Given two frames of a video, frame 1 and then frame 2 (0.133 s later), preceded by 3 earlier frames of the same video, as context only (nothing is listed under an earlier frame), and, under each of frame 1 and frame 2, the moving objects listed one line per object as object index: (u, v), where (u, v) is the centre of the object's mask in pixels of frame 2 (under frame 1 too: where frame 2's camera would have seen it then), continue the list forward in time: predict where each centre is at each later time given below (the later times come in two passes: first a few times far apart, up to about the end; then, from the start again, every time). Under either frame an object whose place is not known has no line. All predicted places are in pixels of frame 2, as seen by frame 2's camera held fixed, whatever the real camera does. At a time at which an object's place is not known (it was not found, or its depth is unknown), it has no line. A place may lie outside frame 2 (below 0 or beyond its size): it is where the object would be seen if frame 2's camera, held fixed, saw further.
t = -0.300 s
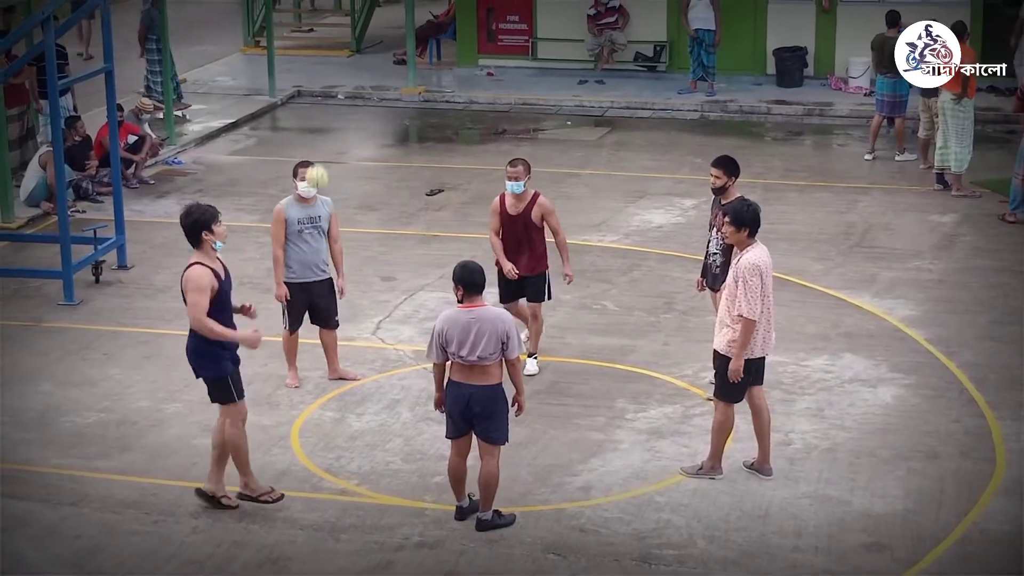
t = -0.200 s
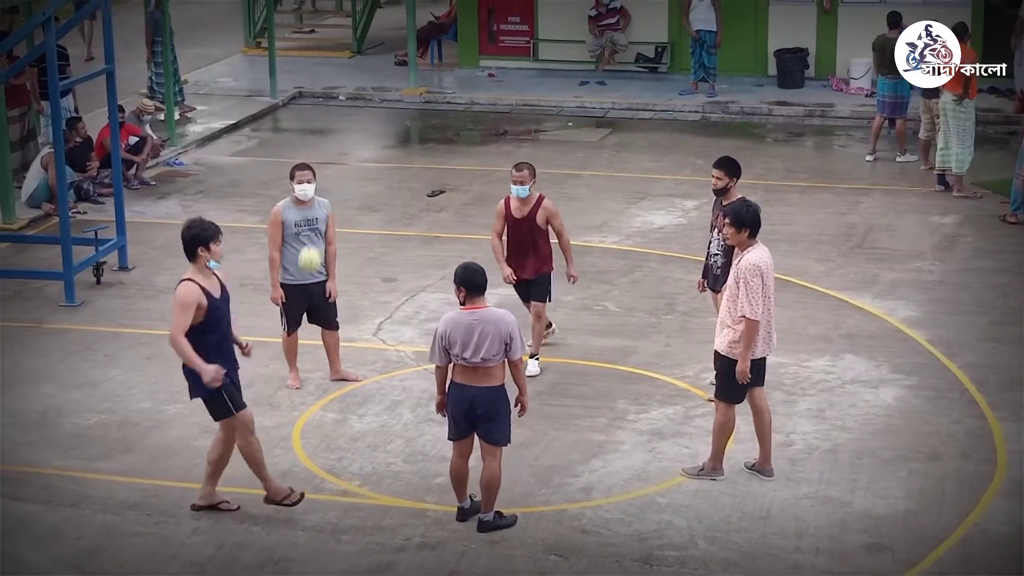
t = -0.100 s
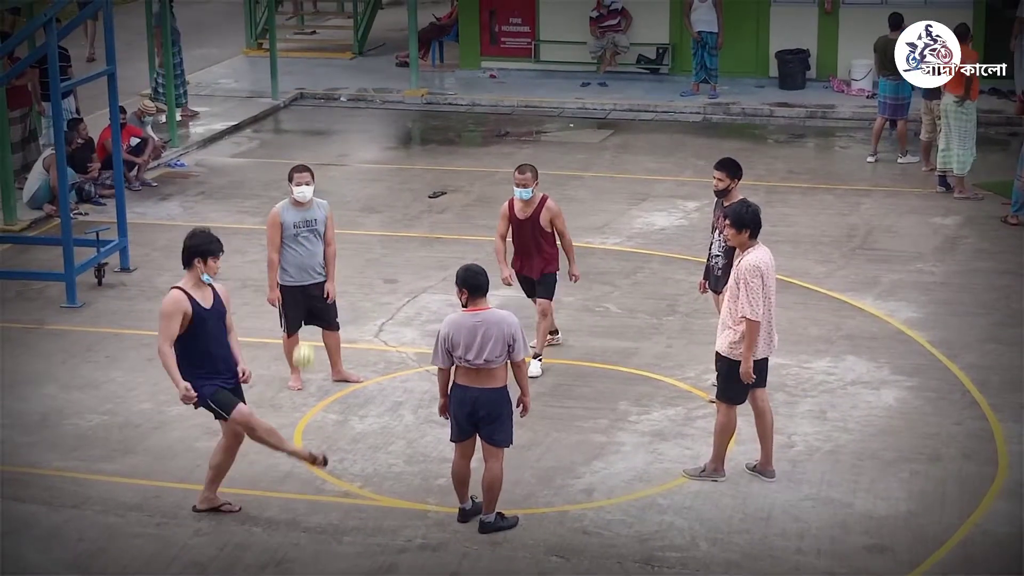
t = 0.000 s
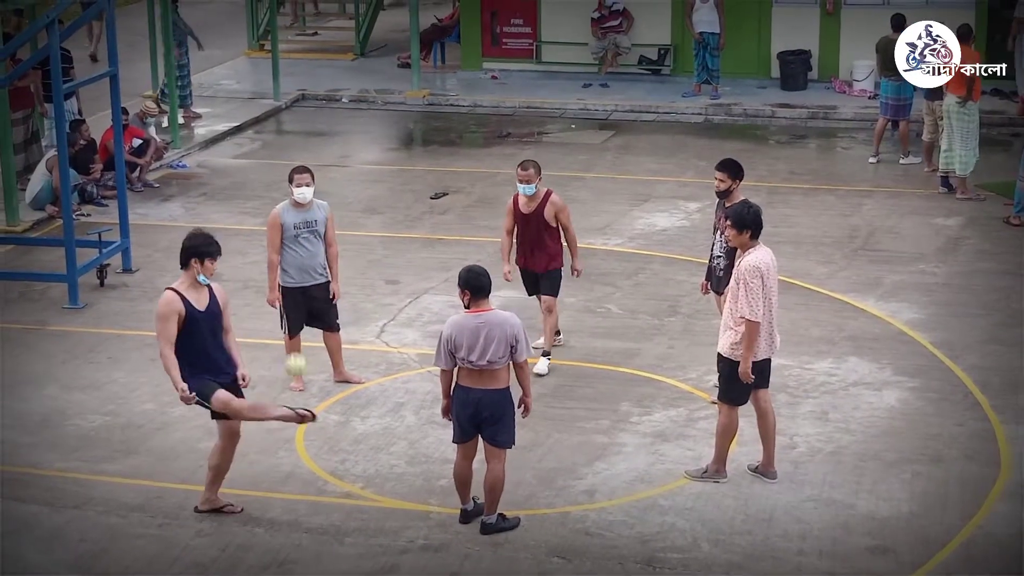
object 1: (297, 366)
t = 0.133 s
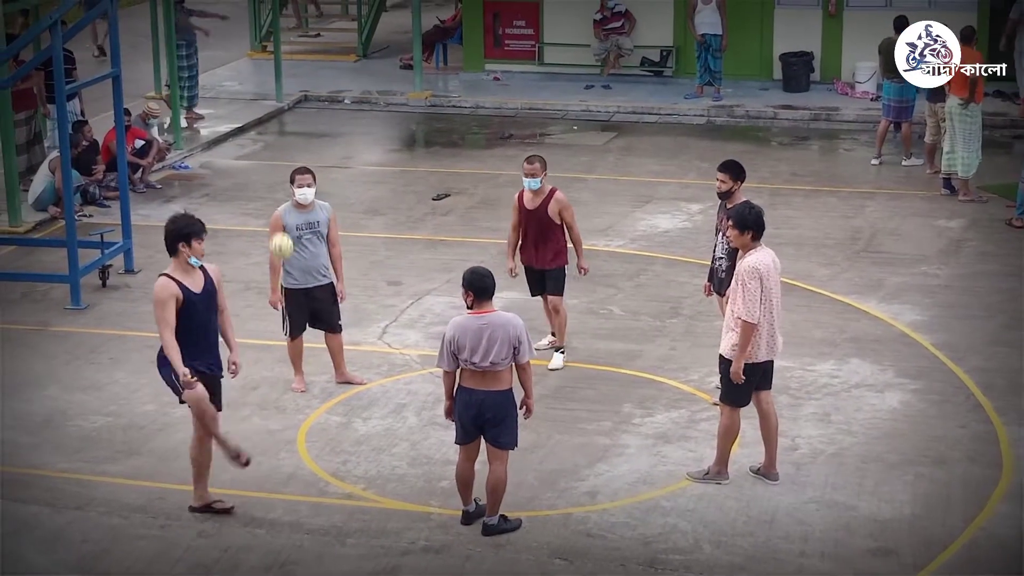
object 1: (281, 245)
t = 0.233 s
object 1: (270, 171)
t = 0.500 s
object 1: (244, 51)
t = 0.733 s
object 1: (227, 45)
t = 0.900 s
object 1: (219, 98)
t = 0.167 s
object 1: (278, 218)
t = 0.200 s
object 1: (274, 193)
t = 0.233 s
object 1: (270, 171)
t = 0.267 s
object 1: (266, 150)
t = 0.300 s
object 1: (263, 131)
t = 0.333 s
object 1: (260, 113)
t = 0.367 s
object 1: (256, 96)
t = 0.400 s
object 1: (253, 82)
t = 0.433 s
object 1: (250, 69)
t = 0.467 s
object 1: (247, 60)
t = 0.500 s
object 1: (244, 51)
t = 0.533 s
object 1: (242, 44)
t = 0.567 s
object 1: (239, 40)
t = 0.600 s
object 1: (236, 37)
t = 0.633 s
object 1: (234, 36)
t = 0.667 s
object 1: (232, 37)
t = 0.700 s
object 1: (229, 40)
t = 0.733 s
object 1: (227, 45)
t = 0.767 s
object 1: (225, 52)
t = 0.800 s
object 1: (224, 61)
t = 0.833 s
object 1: (222, 71)
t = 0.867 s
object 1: (221, 85)
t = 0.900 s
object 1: (219, 98)
